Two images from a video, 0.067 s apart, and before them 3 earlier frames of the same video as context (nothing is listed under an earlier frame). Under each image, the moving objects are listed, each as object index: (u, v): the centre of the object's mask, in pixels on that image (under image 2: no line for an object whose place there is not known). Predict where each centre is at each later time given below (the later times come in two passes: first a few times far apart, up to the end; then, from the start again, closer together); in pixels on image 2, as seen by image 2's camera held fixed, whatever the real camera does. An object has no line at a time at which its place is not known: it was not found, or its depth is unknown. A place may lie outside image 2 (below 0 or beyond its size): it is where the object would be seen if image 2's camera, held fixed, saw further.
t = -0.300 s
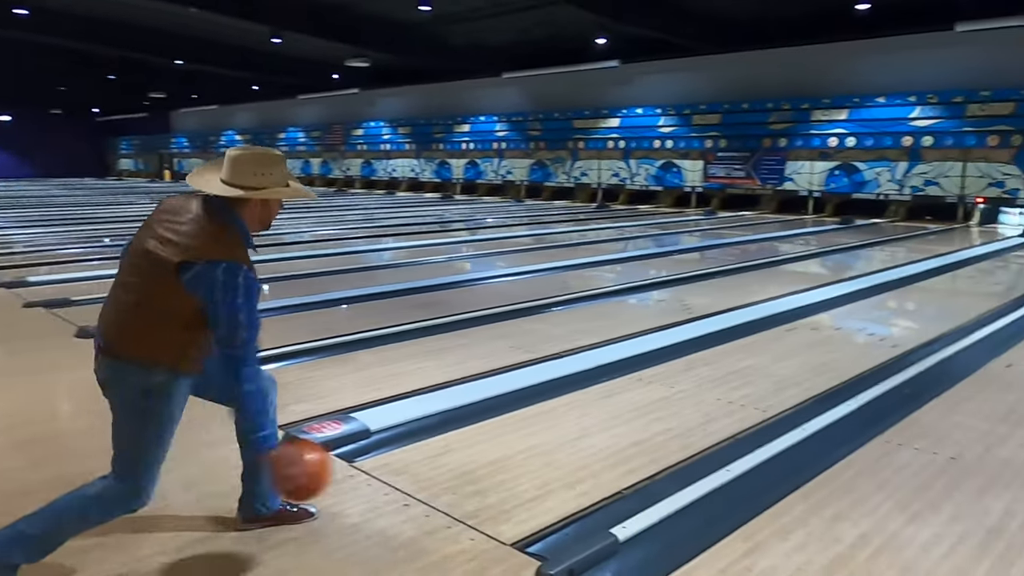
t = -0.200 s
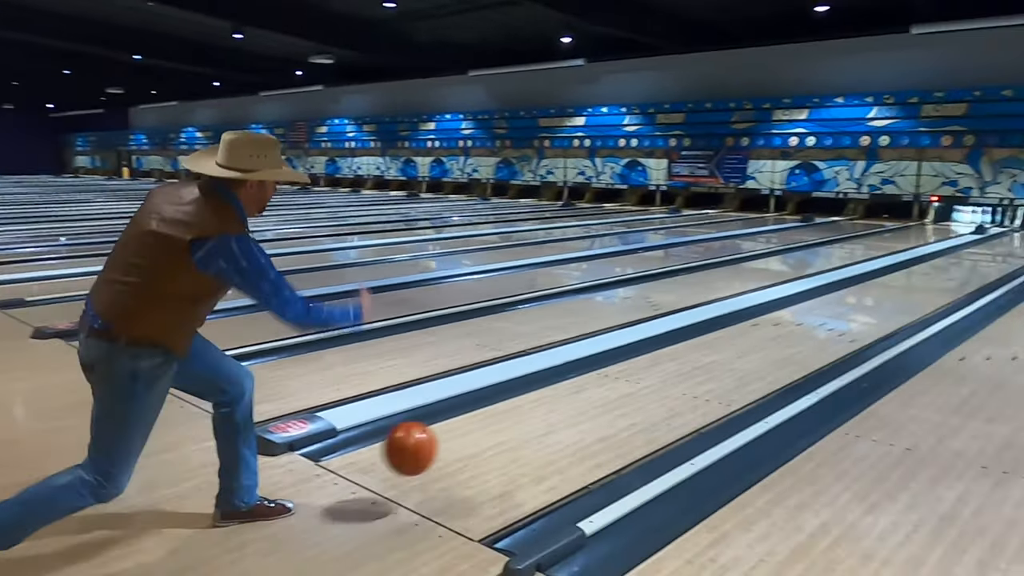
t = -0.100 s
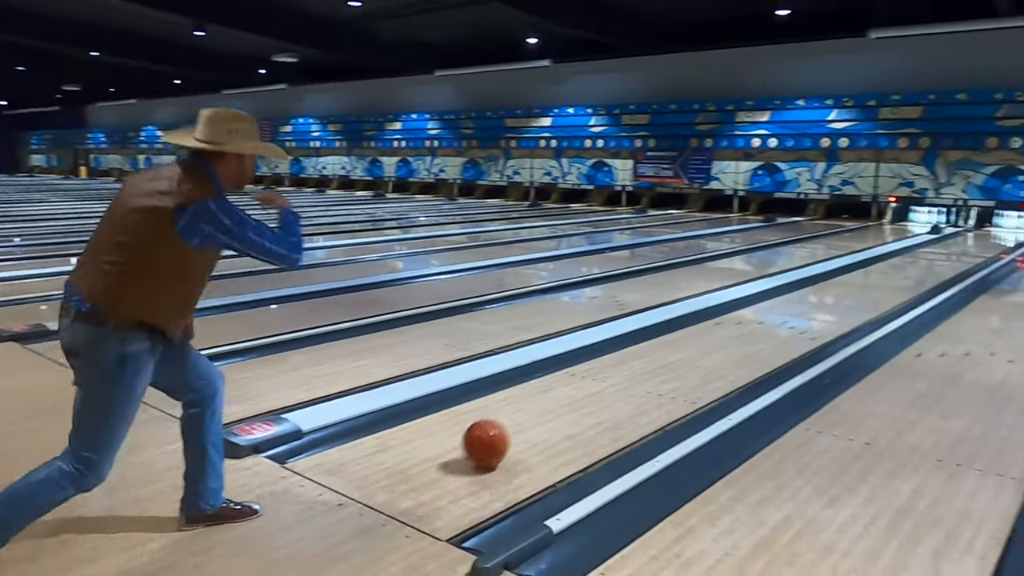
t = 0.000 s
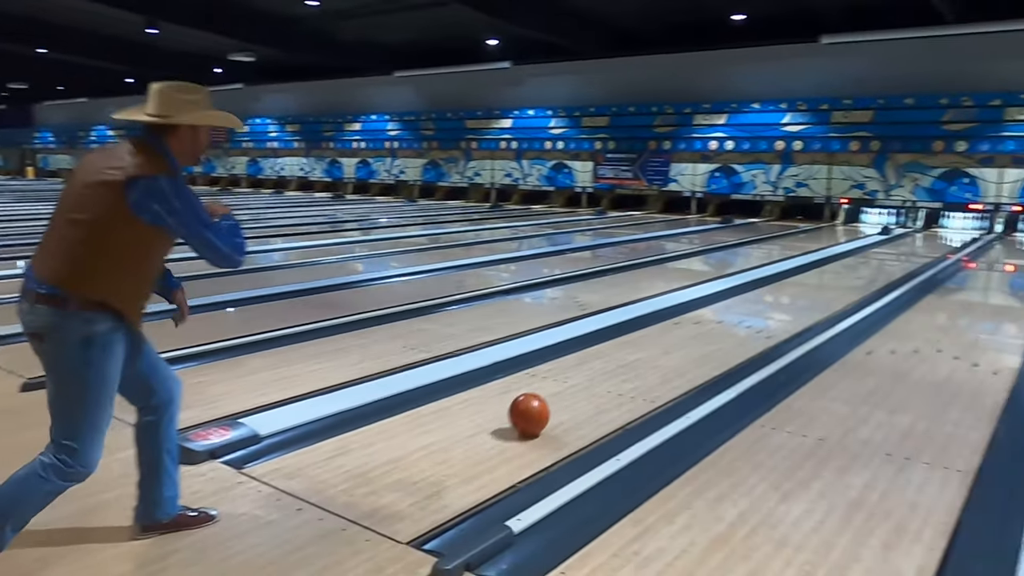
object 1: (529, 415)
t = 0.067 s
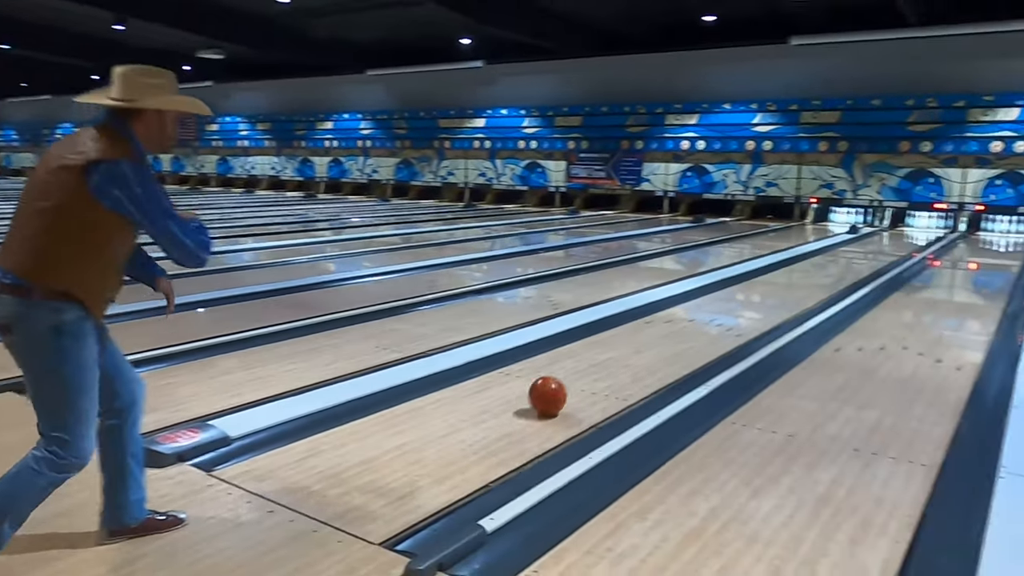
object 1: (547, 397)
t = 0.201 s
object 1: (621, 369)
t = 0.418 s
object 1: (705, 335)
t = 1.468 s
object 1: (867, 262)
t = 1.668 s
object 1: (878, 255)
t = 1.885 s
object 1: (887, 249)
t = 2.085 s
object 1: (894, 244)
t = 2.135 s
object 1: (895, 243)
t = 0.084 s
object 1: (558, 393)
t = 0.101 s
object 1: (568, 389)
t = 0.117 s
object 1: (577, 385)
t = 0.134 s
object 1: (586, 382)
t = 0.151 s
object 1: (595, 378)
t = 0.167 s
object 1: (604, 375)
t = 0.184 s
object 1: (613, 372)
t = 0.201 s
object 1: (621, 369)
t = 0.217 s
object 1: (629, 365)
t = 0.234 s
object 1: (636, 363)
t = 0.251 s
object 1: (643, 360)
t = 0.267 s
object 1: (650, 357)
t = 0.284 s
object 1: (658, 354)
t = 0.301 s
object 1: (664, 352)
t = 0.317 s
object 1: (670, 349)
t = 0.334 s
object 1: (677, 347)
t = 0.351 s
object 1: (683, 344)
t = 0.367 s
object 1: (689, 342)
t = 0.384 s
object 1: (694, 340)
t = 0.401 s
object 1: (700, 337)
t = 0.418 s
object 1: (705, 335)
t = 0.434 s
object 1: (710, 333)
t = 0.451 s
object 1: (715, 331)
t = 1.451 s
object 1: (865, 263)
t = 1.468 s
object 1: (867, 262)
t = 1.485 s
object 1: (867, 262)
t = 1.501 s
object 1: (868, 261)
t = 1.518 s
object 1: (869, 261)
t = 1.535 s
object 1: (870, 260)
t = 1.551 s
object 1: (871, 259)
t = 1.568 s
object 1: (872, 259)
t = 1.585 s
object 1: (873, 258)
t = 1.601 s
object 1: (874, 258)
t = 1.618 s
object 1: (875, 257)
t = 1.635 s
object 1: (876, 256)
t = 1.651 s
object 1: (877, 256)
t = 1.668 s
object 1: (878, 255)
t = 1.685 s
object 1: (879, 255)
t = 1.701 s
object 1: (879, 255)
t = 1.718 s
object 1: (880, 254)
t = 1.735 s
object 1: (881, 253)
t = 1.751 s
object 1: (882, 253)
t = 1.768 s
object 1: (882, 253)
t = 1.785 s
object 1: (883, 252)
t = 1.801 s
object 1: (884, 252)
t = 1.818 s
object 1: (885, 251)
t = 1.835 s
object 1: (885, 251)
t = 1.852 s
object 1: (886, 250)
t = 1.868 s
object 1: (887, 249)
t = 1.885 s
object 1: (887, 249)
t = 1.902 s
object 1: (888, 249)
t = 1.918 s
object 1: (889, 248)
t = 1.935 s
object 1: (889, 248)
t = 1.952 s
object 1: (890, 247)
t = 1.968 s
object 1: (891, 247)
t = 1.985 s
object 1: (891, 247)
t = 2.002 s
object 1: (891, 246)
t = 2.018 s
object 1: (892, 246)
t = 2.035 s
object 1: (892, 245)
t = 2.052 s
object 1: (893, 245)
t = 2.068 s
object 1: (893, 244)
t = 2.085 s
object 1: (894, 244)
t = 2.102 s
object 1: (894, 244)
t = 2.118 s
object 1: (895, 243)
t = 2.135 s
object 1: (895, 243)
